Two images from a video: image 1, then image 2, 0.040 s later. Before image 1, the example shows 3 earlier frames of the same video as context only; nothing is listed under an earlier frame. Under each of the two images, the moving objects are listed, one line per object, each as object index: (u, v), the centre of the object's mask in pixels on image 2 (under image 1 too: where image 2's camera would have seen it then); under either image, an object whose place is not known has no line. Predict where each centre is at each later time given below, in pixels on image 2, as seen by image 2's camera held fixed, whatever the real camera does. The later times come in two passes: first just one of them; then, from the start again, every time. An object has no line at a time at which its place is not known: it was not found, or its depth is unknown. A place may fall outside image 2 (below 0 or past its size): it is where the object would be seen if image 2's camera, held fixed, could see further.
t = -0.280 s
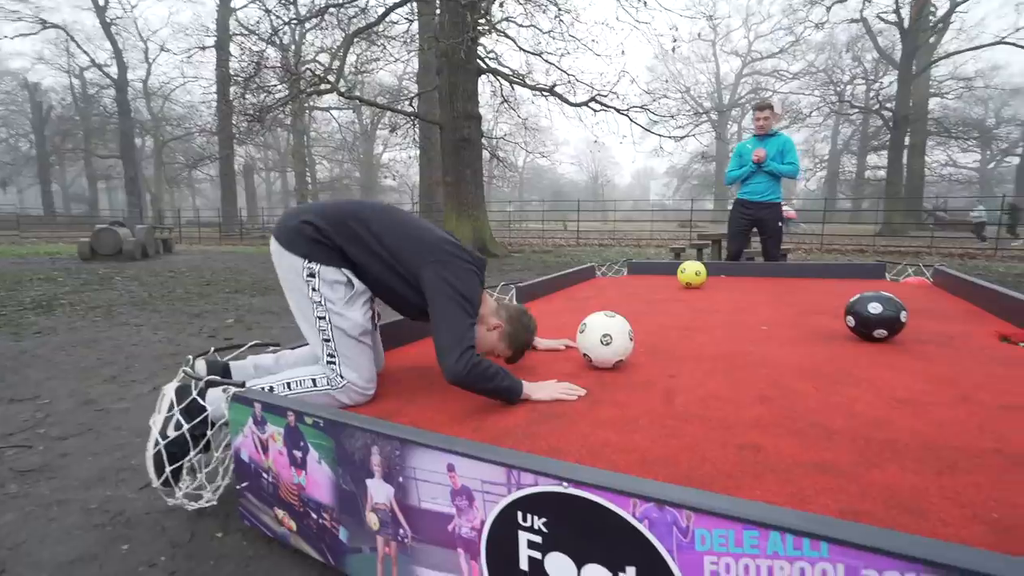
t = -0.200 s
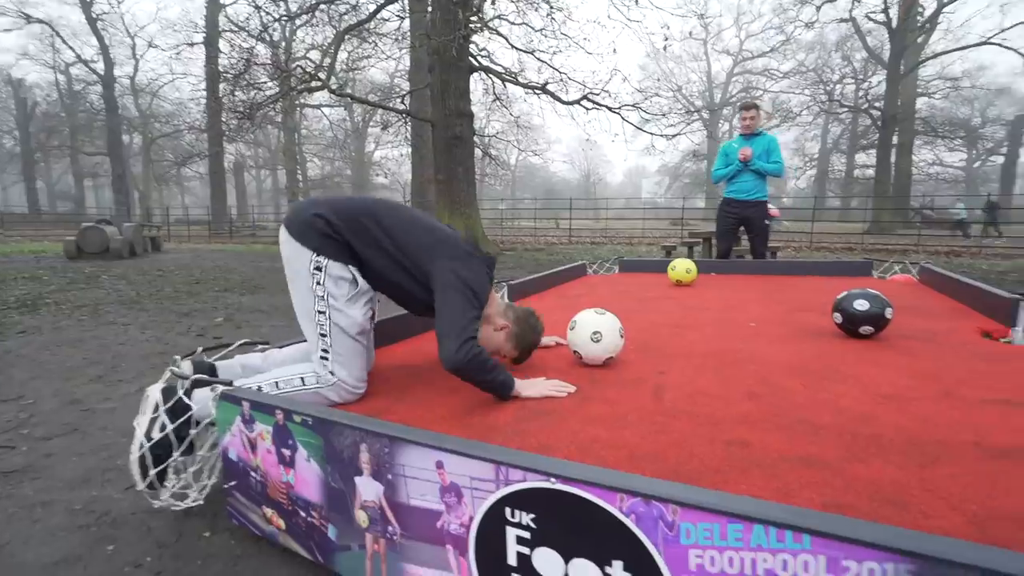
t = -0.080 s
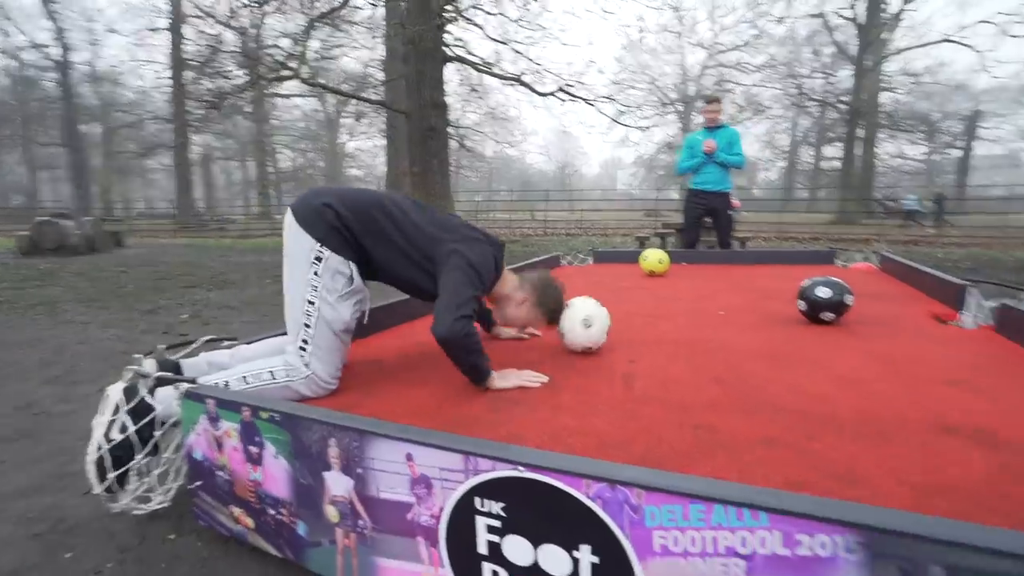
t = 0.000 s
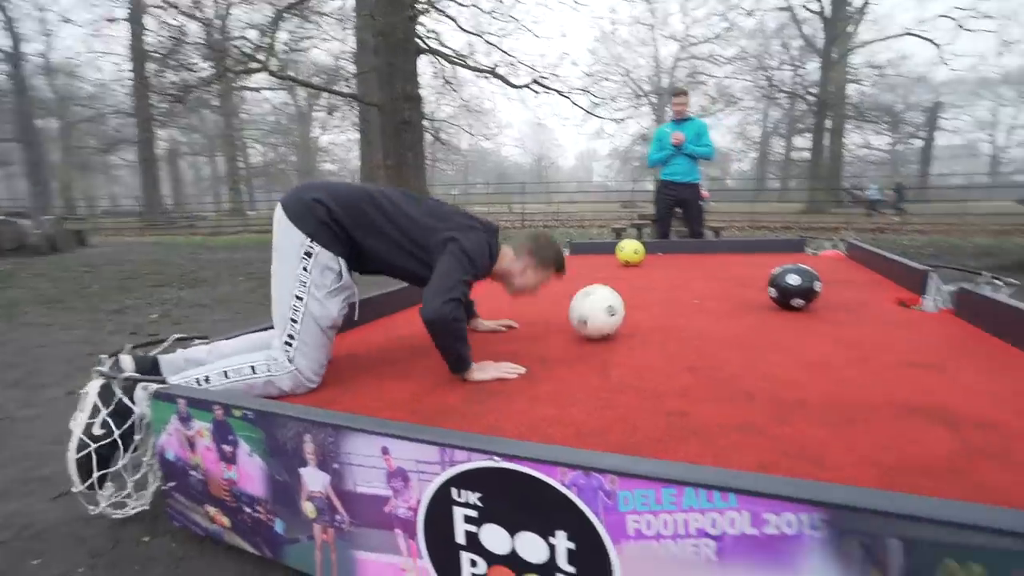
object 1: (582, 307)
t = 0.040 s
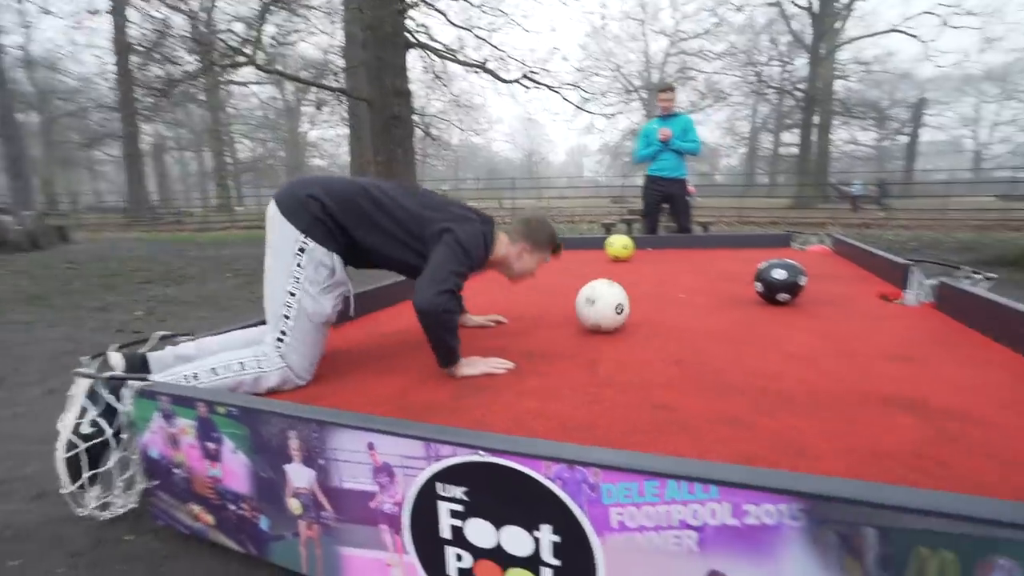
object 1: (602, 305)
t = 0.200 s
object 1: (673, 302)
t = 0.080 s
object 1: (620, 303)
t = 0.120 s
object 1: (638, 301)
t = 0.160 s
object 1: (656, 302)
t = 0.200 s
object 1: (673, 302)
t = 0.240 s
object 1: (690, 299)
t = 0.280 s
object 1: (706, 294)
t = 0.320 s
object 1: (722, 293)
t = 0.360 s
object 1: (737, 291)
